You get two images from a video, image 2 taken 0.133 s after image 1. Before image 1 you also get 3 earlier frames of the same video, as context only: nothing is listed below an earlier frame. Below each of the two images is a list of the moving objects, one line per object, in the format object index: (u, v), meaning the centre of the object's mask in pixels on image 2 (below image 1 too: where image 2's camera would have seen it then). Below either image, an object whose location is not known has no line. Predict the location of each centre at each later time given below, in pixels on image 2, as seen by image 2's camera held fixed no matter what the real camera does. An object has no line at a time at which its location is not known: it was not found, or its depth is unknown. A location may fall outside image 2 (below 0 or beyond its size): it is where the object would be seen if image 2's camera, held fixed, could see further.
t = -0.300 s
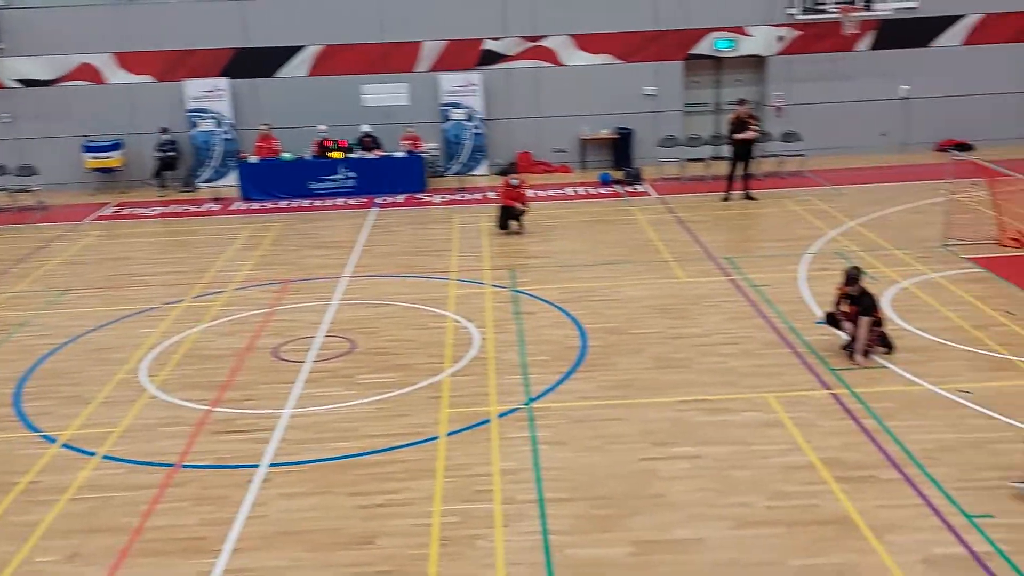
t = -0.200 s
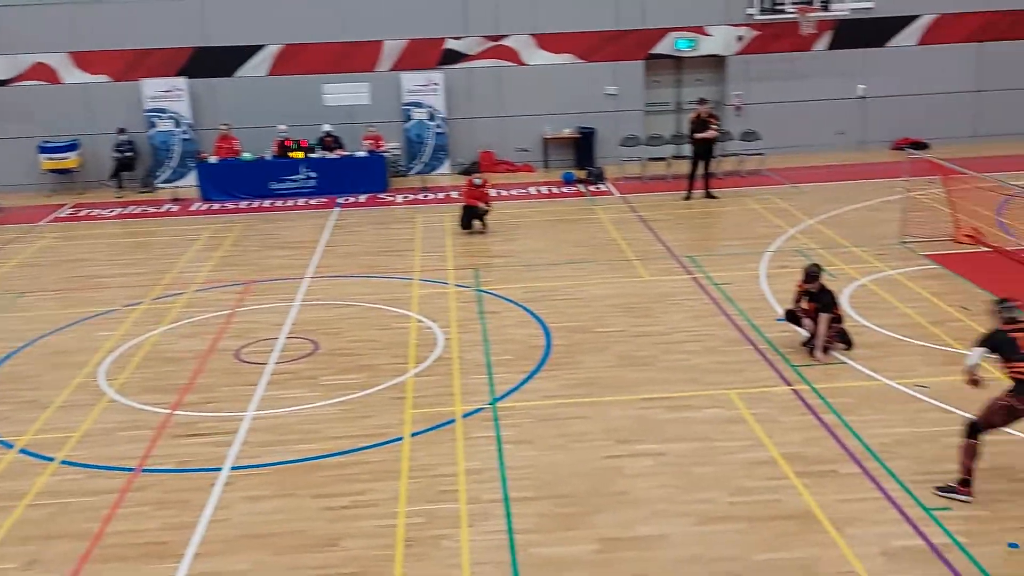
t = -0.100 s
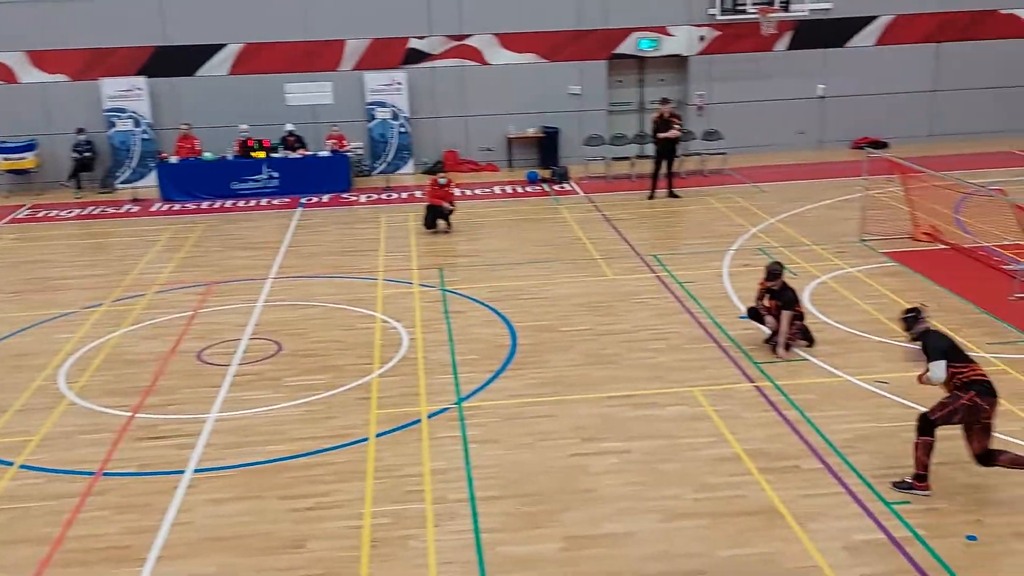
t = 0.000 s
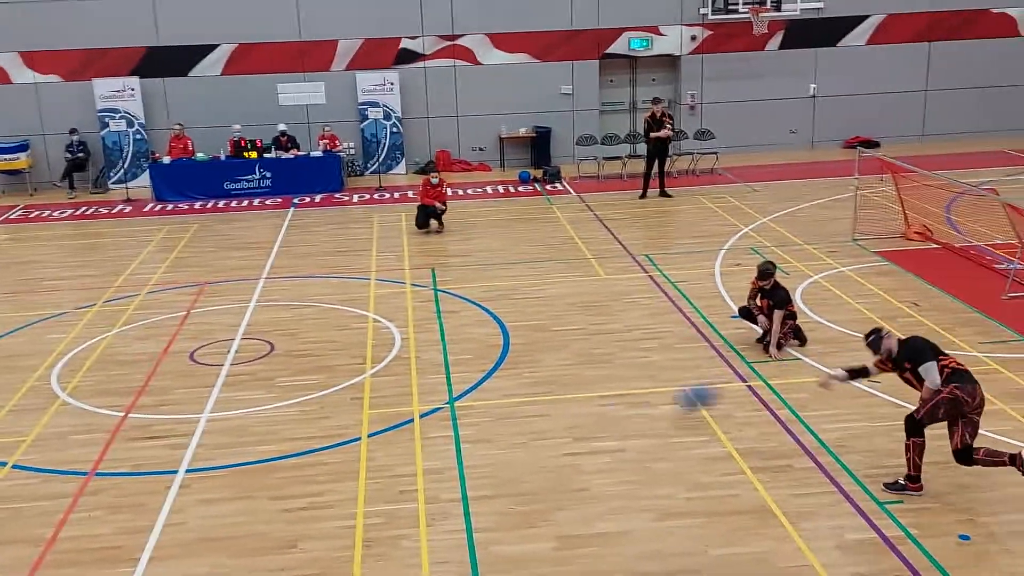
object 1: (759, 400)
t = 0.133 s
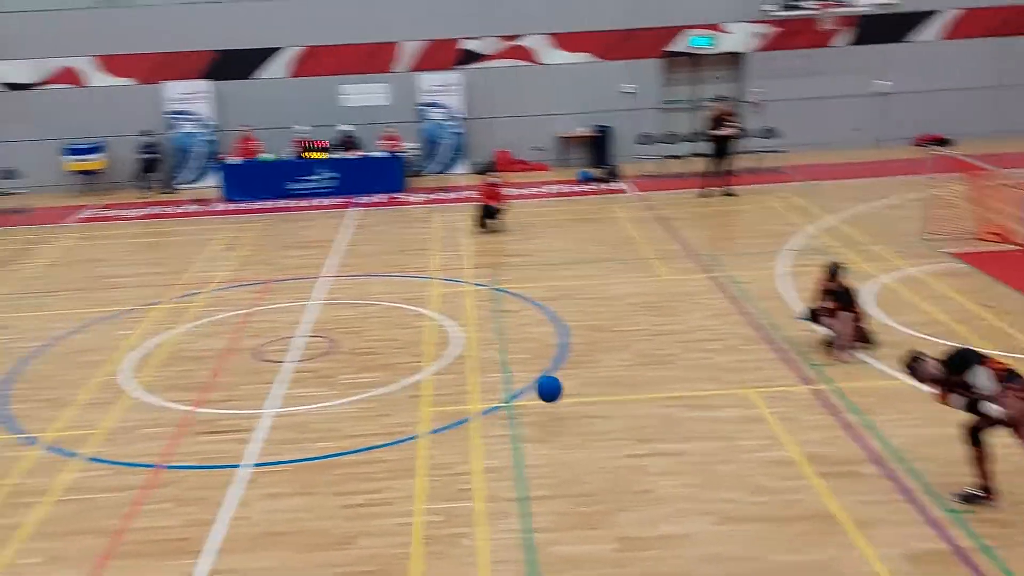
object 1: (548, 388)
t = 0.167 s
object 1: (504, 382)
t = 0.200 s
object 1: (460, 377)
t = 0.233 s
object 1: (416, 374)
